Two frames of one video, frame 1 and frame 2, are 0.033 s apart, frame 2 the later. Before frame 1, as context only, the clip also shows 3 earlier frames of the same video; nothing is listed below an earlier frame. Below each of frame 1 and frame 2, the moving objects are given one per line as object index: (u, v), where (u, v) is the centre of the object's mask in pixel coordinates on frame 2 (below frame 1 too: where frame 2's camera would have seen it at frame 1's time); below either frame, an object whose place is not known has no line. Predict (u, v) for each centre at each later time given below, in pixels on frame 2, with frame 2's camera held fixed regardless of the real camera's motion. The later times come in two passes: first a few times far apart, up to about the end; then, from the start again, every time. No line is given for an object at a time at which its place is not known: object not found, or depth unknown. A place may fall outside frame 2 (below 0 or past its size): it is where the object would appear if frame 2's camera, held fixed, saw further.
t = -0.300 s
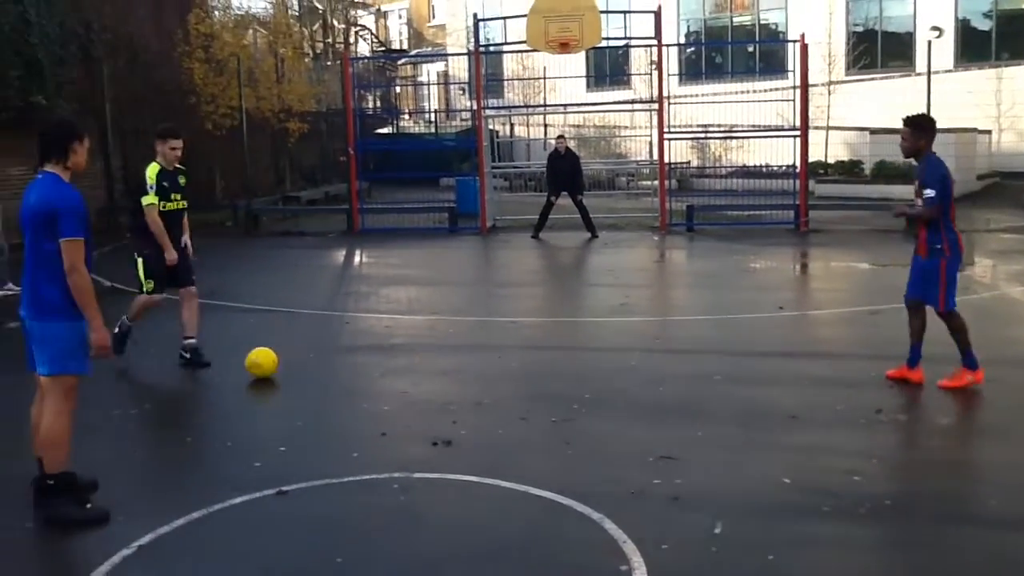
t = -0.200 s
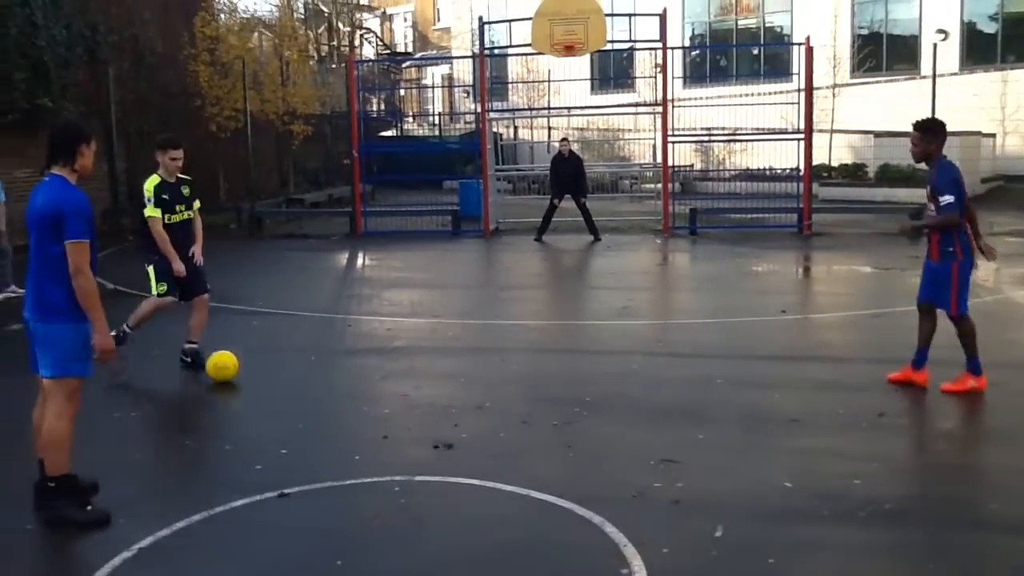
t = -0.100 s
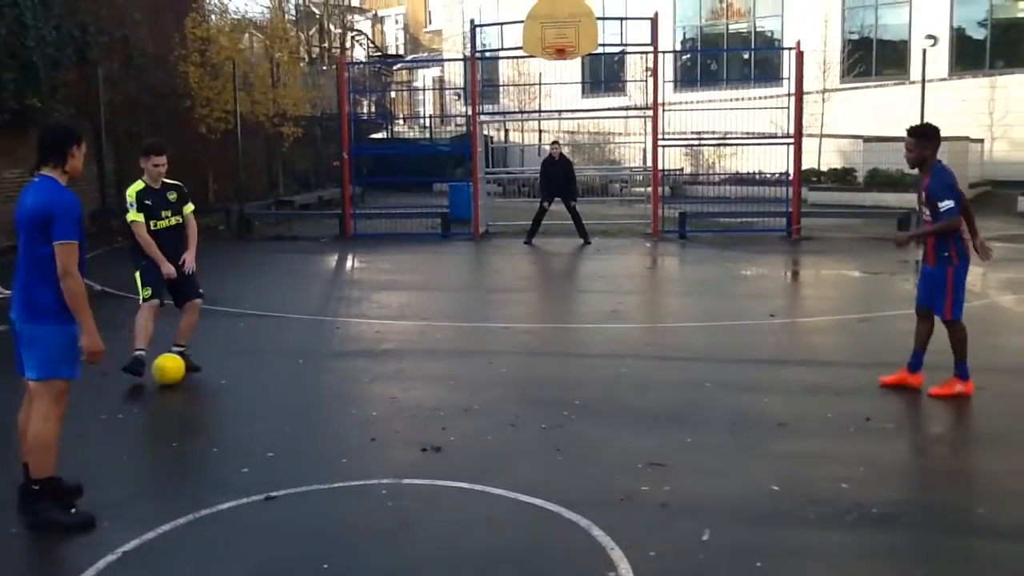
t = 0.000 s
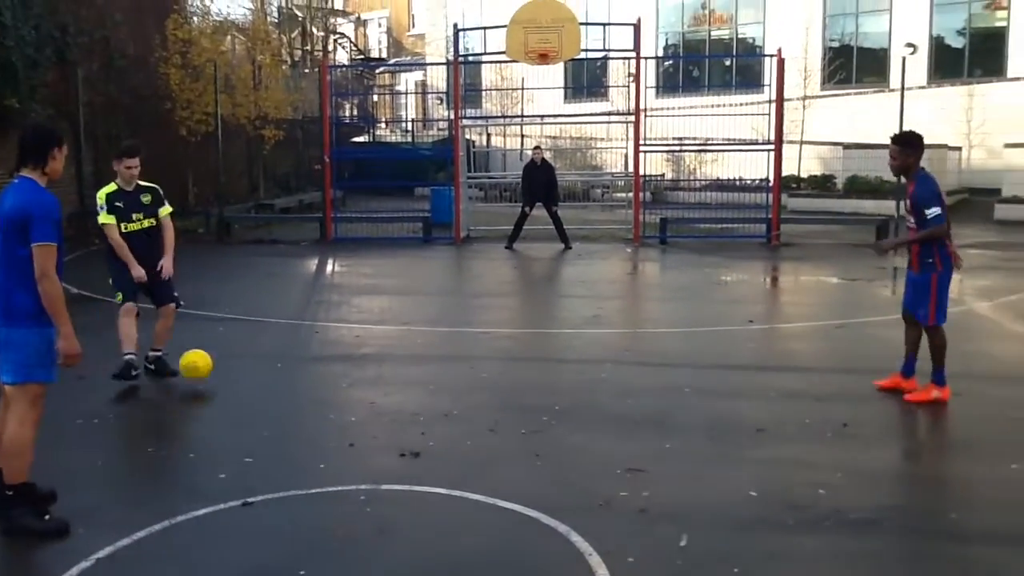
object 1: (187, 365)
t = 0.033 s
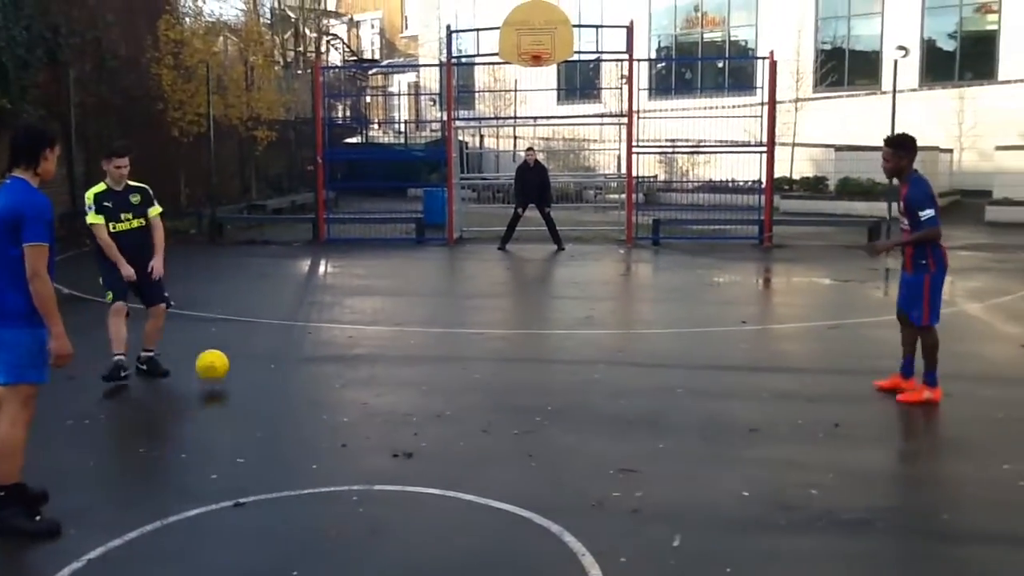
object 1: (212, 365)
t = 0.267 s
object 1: (359, 366)
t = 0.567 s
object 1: (492, 364)
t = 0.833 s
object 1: (596, 361)
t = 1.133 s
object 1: (707, 358)
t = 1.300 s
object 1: (766, 356)
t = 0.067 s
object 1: (236, 367)
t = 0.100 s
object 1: (260, 369)
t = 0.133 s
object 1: (282, 370)
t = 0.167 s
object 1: (301, 367)
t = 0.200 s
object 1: (321, 365)
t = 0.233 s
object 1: (340, 365)
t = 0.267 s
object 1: (359, 366)
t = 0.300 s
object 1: (379, 368)
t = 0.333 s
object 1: (394, 365)
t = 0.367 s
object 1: (409, 364)
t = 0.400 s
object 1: (424, 365)
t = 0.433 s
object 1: (438, 366)
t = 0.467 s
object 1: (452, 365)
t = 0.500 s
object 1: (465, 364)
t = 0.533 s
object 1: (479, 364)
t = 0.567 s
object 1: (492, 364)
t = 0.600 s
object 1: (505, 364)
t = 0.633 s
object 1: (518, 363)
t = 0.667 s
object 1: (532, 363)
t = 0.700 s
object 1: (544, 362)
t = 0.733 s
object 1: (557, 362)
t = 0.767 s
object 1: (571, 362)
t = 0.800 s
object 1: (583, 361)
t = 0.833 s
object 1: (596, 361)
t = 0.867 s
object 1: (609, 361)
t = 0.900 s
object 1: (621, 361)
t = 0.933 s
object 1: (634, 360)
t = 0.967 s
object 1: (646, 360)
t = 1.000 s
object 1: (659, 360)
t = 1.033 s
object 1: (671, 359)
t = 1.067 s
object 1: (683, 359)
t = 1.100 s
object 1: (695, 358)
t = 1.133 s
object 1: (707, 358)
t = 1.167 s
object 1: (719, 358)
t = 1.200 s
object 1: (731, 357)
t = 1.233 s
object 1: (743, 357)
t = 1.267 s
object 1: (755, 357)
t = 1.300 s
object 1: (766, 356)
